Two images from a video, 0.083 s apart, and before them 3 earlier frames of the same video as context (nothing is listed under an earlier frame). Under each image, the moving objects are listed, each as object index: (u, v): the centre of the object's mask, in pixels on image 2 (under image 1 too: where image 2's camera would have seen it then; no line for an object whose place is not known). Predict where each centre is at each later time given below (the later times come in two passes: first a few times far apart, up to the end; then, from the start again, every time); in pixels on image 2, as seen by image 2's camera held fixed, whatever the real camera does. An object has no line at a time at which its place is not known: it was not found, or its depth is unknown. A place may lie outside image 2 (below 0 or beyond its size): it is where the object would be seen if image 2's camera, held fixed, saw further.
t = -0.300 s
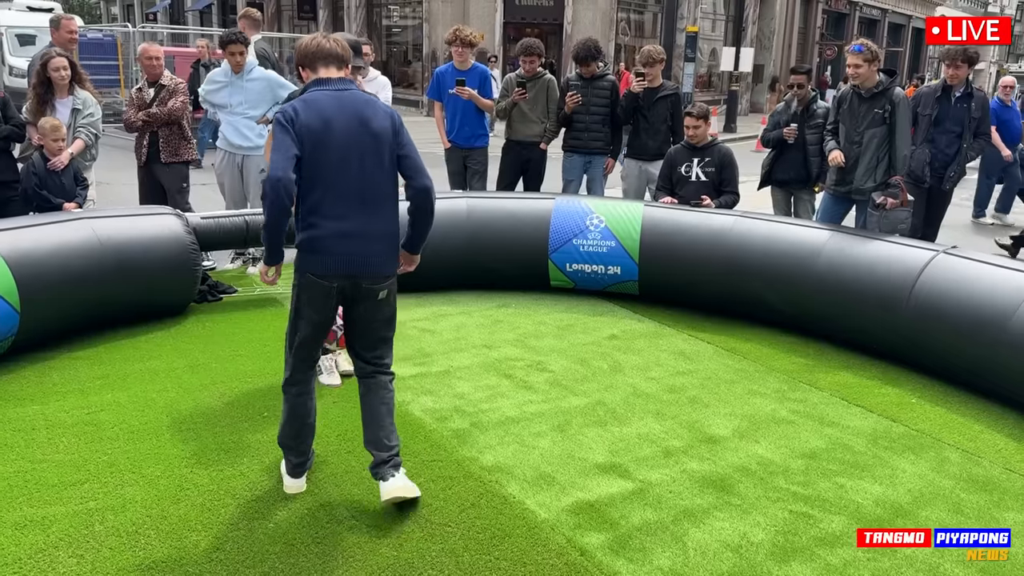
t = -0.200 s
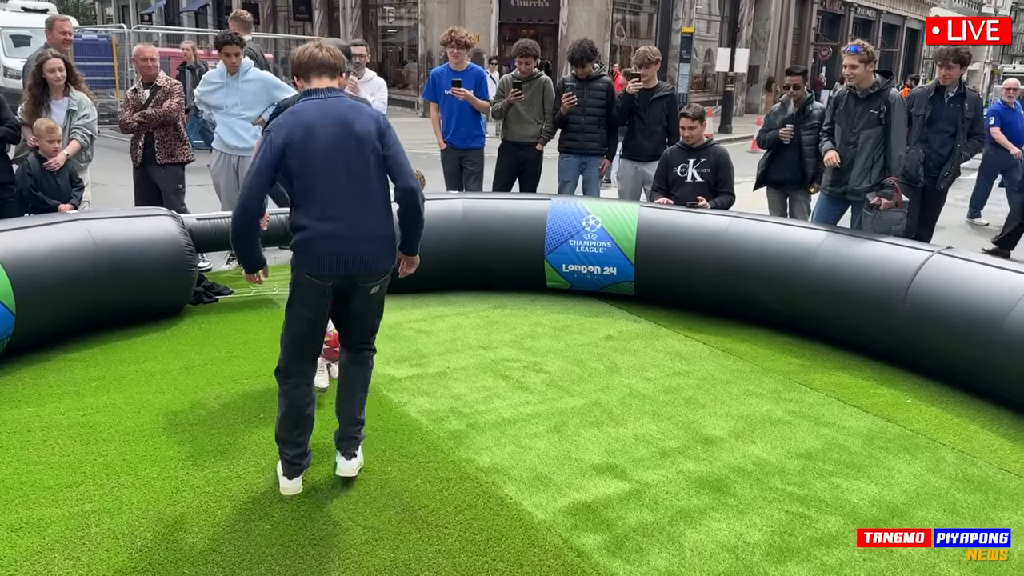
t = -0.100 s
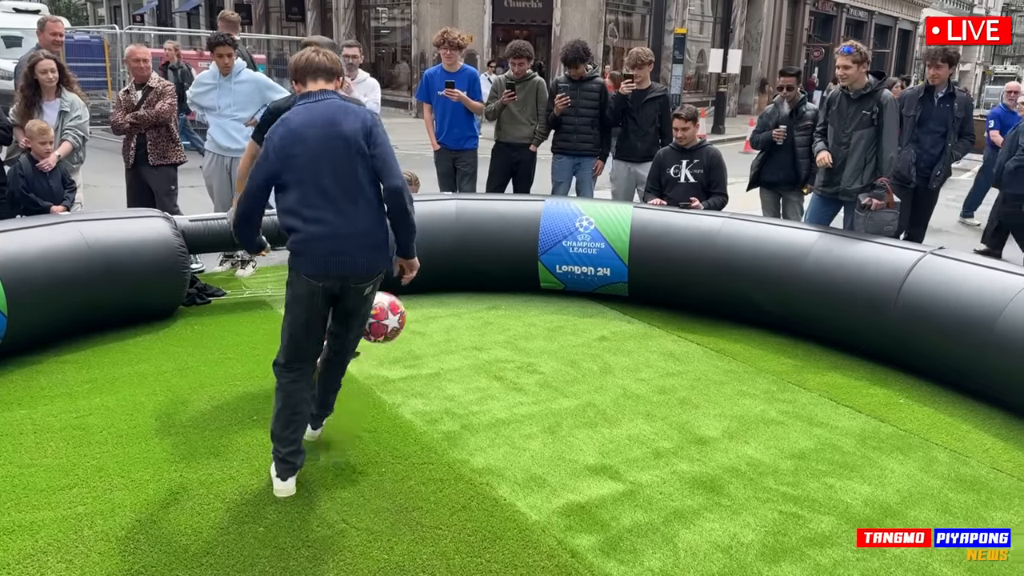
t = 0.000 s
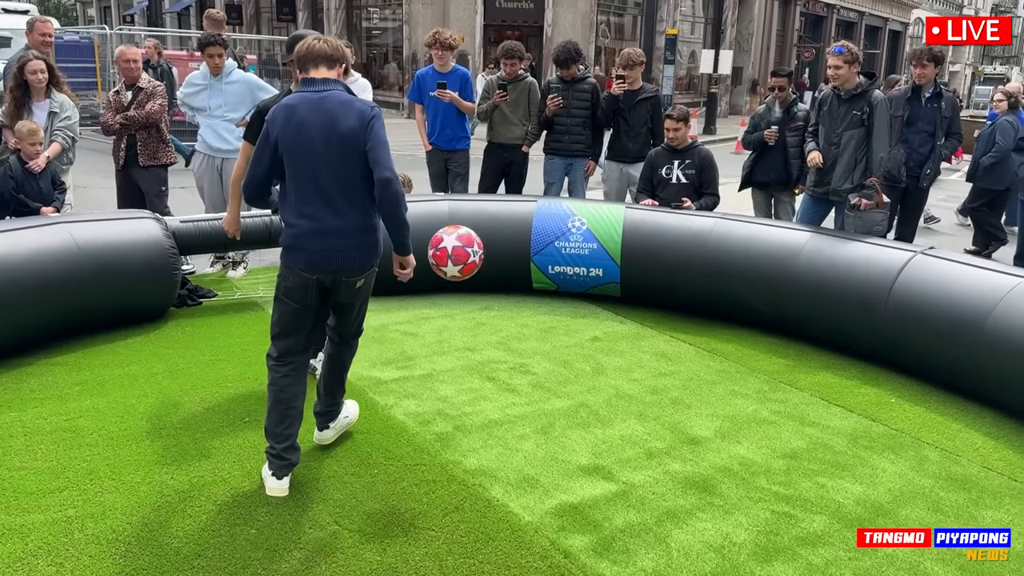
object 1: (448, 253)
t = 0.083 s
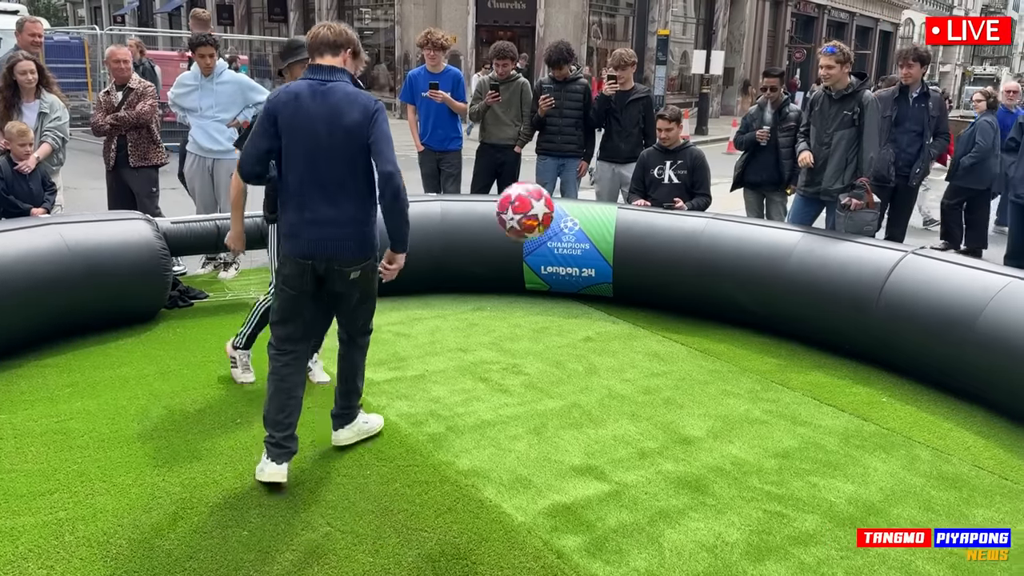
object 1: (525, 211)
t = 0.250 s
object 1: (700, 172)
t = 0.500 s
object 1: (1013, 278)
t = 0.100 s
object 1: (542, 204)
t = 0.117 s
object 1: (558, 198)
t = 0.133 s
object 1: (574, 192)
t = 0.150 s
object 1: (591, 187)
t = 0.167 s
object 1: (609, 183)
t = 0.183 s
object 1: (627, 179)
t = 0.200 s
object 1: (644, 176)
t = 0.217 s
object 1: (663, 173)
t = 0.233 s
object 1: (681, 173)
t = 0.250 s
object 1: (700, 172)
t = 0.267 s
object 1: (719, 172)
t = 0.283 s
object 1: (739, 173)
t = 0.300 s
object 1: (759, 176)
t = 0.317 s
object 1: (778, 179)
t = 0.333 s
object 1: (799, 182)
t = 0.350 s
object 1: (819, 187)
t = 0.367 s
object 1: (840, 192)
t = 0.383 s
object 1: (861, 200)
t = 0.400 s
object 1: (882, 208)
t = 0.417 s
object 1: (904, 217)
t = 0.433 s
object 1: (925, 227)
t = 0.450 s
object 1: (947, 238)
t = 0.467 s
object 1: (969, 250)
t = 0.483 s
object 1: (991, 263)
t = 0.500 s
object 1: (1013, 278)
